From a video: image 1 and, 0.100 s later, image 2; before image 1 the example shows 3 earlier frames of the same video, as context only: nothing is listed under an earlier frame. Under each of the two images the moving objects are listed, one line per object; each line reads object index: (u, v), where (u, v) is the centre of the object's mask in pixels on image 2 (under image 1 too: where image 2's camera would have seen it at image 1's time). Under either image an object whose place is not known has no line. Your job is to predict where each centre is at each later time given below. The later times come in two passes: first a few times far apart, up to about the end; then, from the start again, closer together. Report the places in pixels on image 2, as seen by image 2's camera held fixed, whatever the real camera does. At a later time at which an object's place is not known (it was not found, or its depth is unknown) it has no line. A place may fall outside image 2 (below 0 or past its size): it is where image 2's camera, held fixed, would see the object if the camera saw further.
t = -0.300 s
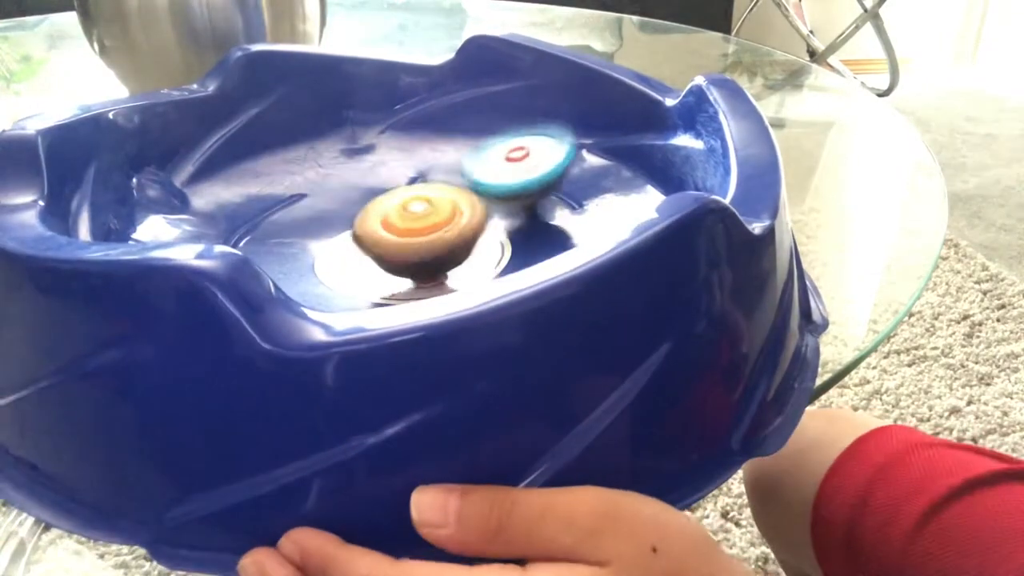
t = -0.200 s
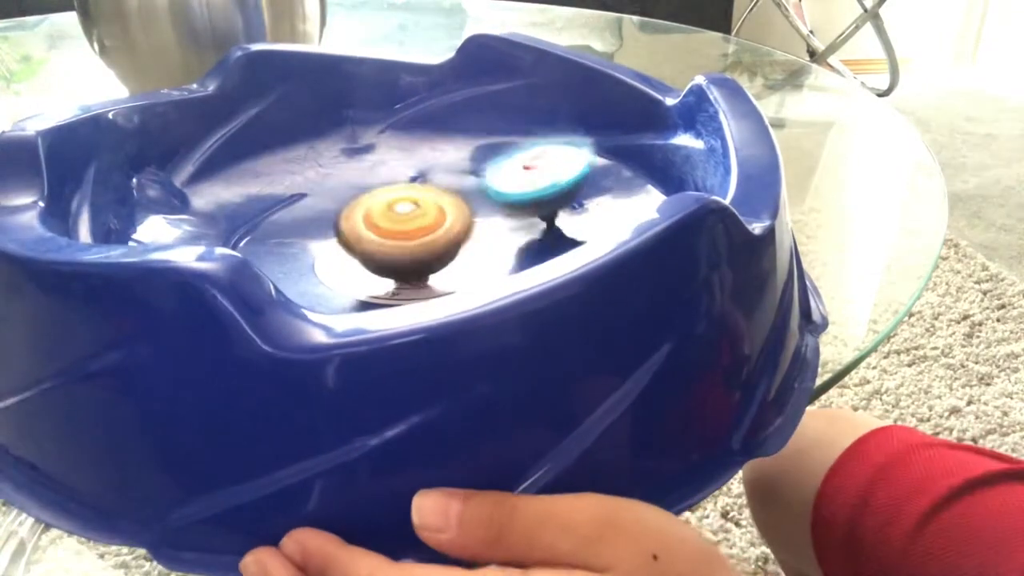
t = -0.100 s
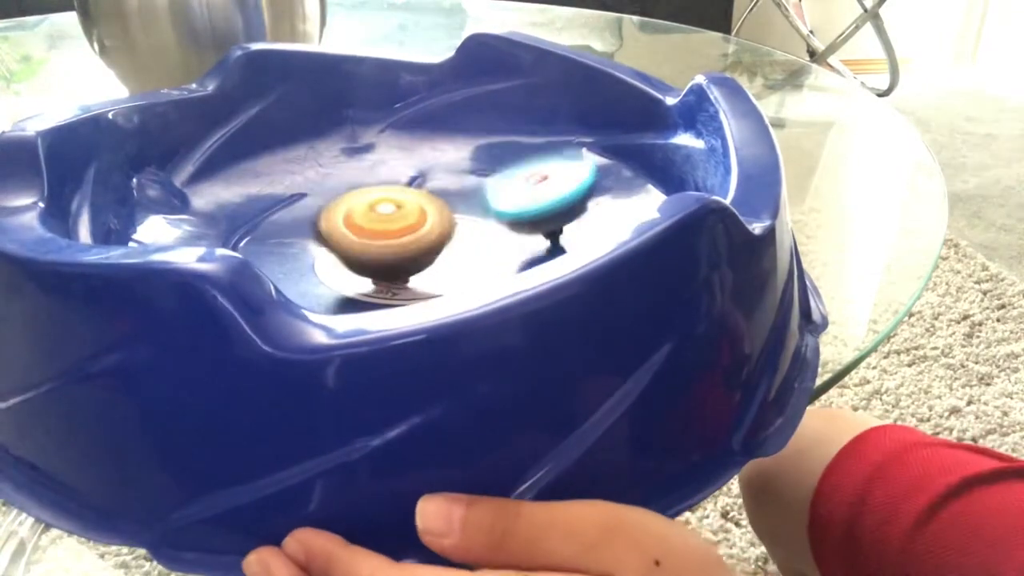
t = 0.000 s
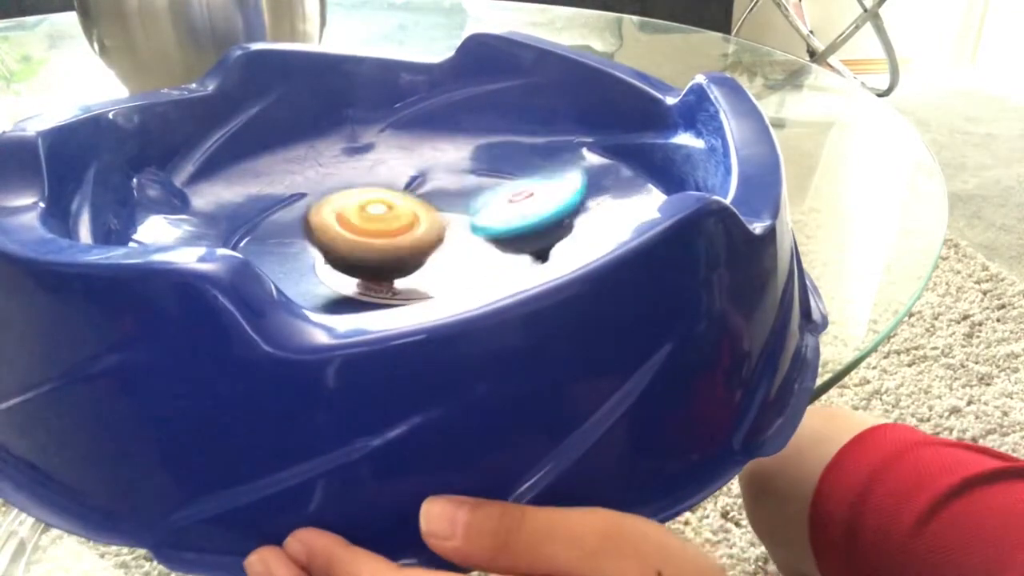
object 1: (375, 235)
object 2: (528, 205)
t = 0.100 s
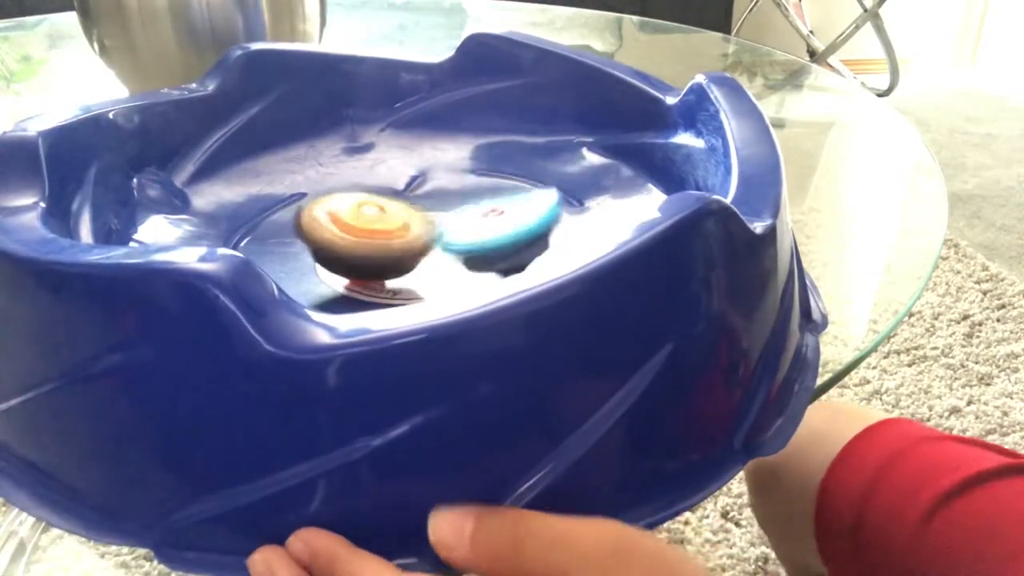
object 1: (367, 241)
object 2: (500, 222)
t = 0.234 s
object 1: (358, 236)
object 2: (479, 240)
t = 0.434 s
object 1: (356, 231)
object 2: (479, 236)
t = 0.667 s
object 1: (347, 211)
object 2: (420, 248)
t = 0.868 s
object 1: (345, 198)
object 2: (399, 239)
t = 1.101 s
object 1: (357, 189)
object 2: (365, 240)
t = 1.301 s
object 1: (376, 185)
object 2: (377, 249)
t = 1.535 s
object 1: (388, 181)
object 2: (423, 234)
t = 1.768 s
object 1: (397, 174)
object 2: (458, 238)
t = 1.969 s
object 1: (406, 181)
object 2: (461, 234)
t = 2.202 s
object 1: (422, 189)
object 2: (425, 242)
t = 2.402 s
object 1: (436, 193)
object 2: (405, 242)
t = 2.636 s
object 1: (454, 190)
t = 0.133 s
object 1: (362, 241)
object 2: (493, 228)
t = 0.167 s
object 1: (360, 240)
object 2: (488, 231)
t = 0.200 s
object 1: (357, 236)
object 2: (482, 236)
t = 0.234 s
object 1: (358, 236)
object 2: (479, 240)
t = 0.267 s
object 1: (357, 236)
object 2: (481, 240)
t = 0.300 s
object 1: (357, 236)
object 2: (480, 240)
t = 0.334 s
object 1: (359, 237)
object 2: (478, 238)
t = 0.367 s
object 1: (357, 234)
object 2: (477, 237)
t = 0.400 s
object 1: (355, 232)
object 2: (480, 236)
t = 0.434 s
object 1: (356, 231)
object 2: (479, 236)
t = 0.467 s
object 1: (356, 229)
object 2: (474, 238)
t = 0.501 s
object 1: (355, 228)
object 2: (464, 240)
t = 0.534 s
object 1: (353, 227)
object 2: (451, 242)
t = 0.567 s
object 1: (351, 222)
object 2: (436, 247)
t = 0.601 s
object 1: (349, 217)
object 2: (429, 248)
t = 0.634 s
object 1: (347, 213)
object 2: (422, 248)
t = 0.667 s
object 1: (347, 211)
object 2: (420, 248)
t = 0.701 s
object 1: (347, 209)
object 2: (422, 246)
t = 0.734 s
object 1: (344, 206)
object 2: (418, 244)
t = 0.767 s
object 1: (345, 204)
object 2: (415, 244)
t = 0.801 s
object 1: (345, 202)
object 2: (410, 242)
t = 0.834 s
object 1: (344, 200)
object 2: (404, 241)
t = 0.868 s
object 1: (345, 198)
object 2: (399, 239)
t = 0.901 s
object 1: (346, 194)
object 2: (388, 240)
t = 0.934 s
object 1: (350, 191)
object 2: (385, 241)
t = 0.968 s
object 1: (351, 190)
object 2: (382, 240)
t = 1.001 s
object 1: (352, 189)
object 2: (380, 240)
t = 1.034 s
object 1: (354, 189)
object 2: (380, 238)
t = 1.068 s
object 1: (356, 189)
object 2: (380, 238)
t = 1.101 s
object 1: (357, 189)
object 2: (365, 240)
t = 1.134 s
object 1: (360, 188)
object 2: (361, 241)
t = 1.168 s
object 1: (363, 187)
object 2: (360, 244)
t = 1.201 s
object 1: (367, 185)
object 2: (367, 243)
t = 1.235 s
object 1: (371, 185)
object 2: (369, 246)
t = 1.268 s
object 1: (373, 184)
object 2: (375, 248)
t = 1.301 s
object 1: (376, 185)
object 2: (377, 249)
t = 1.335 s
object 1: (378, 184)
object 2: (386, 249)
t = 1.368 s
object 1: (381, 184)
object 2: (397, 245)
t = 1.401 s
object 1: (381, 183)
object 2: (404, 245)
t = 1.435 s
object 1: (383, 183)
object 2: (410, 241)
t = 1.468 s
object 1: (386, 182)
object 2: (416, 240)
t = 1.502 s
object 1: (389, 181)
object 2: (420, 236)
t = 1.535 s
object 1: (388, 181)
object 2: (423, 234)
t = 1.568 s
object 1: (390, 179)
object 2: (426, 229)
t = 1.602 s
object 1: (390, 177)
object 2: (428, 235)
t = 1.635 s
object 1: (390, 175)
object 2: (435, 242)
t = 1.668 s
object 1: (390, 176)
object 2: (438, 240)
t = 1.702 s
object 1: (393, 174)
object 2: (444, 238)
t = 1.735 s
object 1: (395, 175)
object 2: (451, 236)
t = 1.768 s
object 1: (397, 174)
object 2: (458, 238)
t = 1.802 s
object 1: (398, 175)
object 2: (462, 238)
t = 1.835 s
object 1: (400, 175)
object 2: (466, 238)
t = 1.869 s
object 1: (401, 177)
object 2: (468, 237)
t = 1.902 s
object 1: (402, 178)
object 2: (469, 237)
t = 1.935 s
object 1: (404, 180)
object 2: (467, 235)
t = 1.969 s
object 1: (406, 181)
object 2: (461, 234)
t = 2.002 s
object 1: (407, 182)
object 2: (456, 232)
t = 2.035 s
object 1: (411, 186)
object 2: (450, 231)
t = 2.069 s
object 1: (415, 186)
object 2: (445, 233)
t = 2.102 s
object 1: (415, 187)
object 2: (442, 237)
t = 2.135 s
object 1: (418, 186)
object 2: (435, 240)
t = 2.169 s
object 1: (421, 187)
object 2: (430, 241)
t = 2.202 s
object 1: (422, 189)
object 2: (425, 242)
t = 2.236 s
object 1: (423, 189)
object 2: (426, 243)
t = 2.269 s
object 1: (425, 189)
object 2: (417, 244)
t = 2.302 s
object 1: (428, 189)
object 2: (410, 243)
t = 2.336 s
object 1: (430, 192)
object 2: (409, 242)
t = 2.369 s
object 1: (431, 193)
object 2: (408, 242)
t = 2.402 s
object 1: (436, 193)
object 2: (405, 242)
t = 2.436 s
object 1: (443, 190)
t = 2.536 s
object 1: (445, 191)
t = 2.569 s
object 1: (447, 190)
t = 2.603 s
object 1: (450, 191)
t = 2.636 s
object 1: (454, 190)
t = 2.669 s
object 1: (455, 193)
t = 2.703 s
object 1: (457, 190)
